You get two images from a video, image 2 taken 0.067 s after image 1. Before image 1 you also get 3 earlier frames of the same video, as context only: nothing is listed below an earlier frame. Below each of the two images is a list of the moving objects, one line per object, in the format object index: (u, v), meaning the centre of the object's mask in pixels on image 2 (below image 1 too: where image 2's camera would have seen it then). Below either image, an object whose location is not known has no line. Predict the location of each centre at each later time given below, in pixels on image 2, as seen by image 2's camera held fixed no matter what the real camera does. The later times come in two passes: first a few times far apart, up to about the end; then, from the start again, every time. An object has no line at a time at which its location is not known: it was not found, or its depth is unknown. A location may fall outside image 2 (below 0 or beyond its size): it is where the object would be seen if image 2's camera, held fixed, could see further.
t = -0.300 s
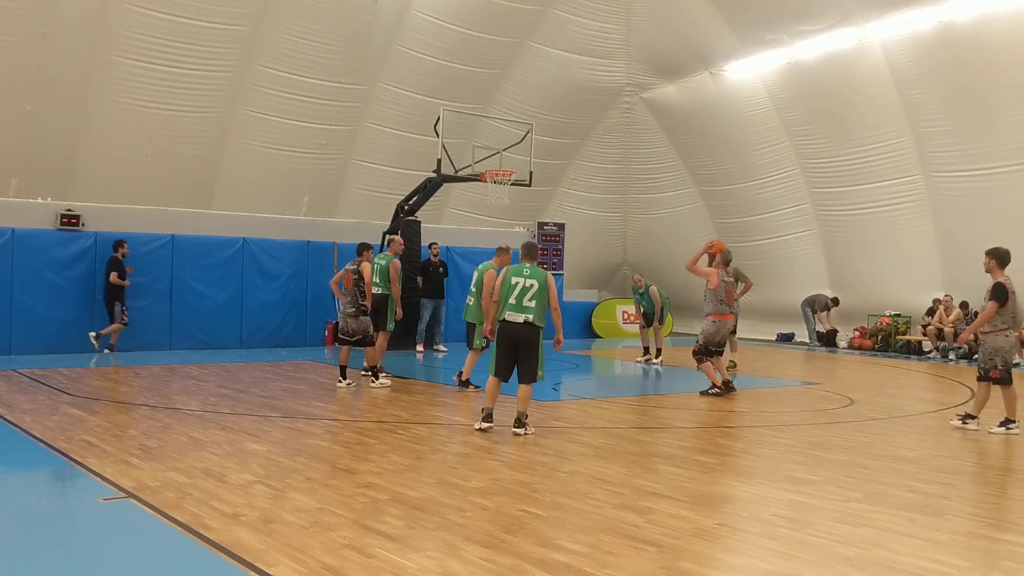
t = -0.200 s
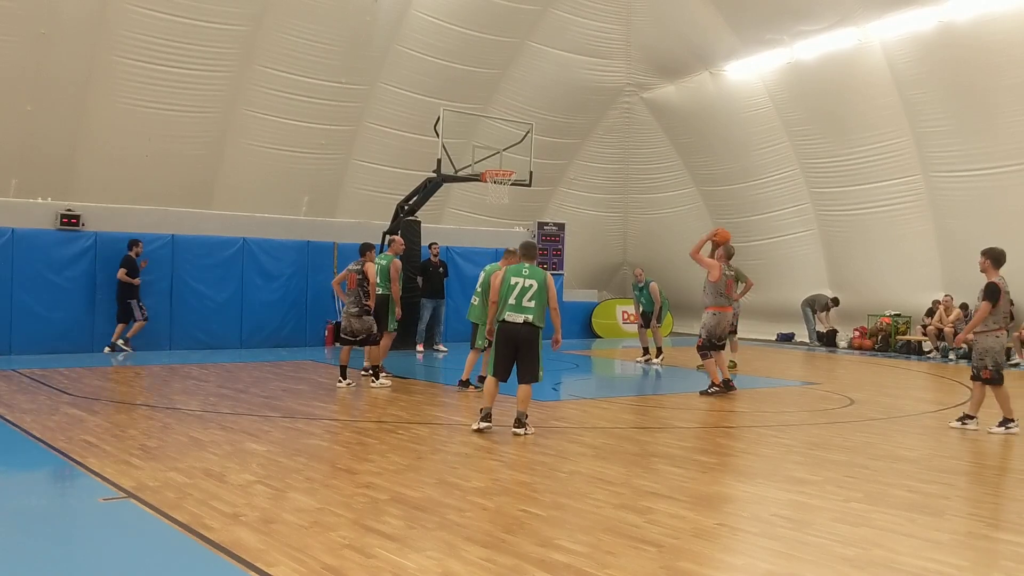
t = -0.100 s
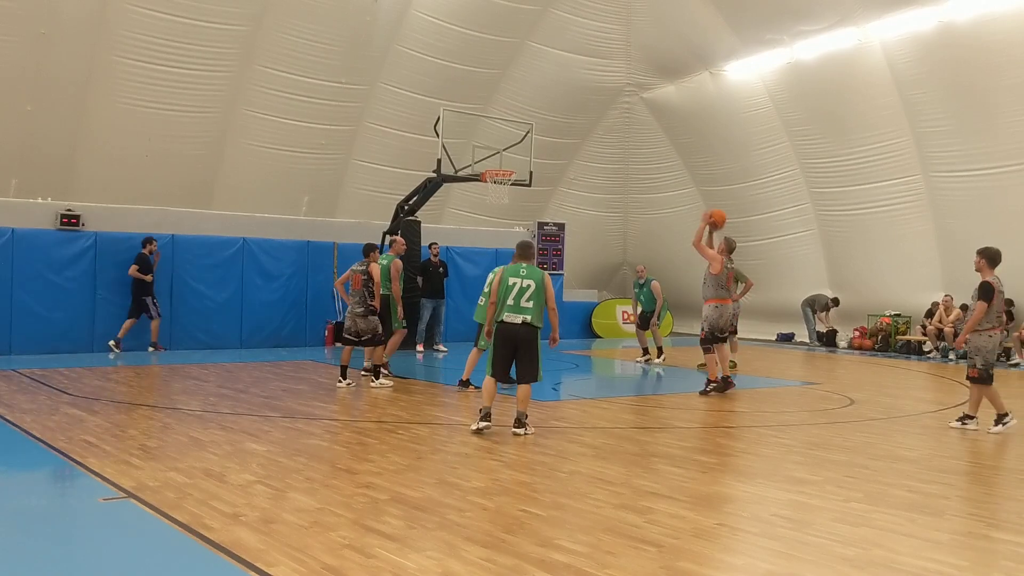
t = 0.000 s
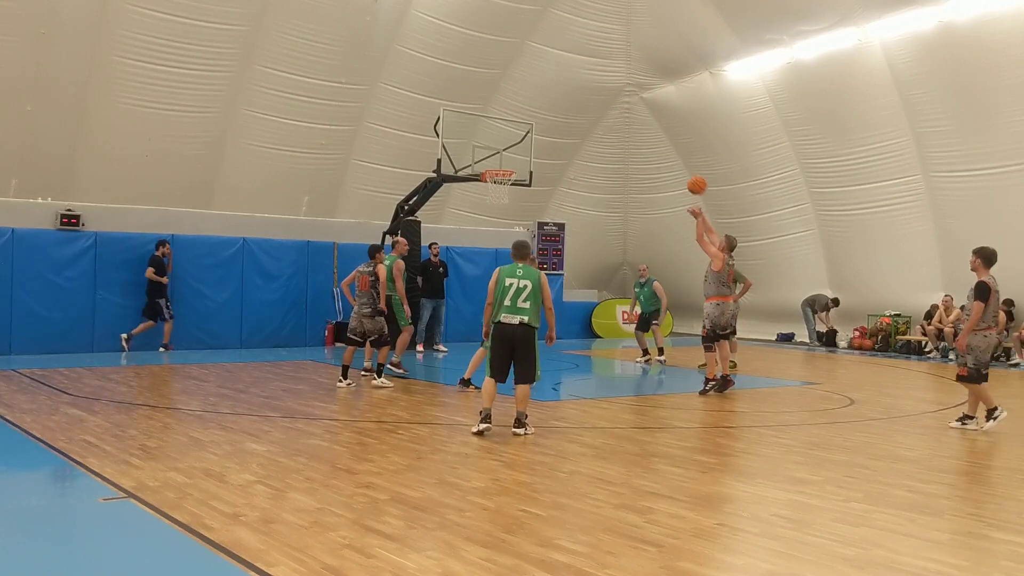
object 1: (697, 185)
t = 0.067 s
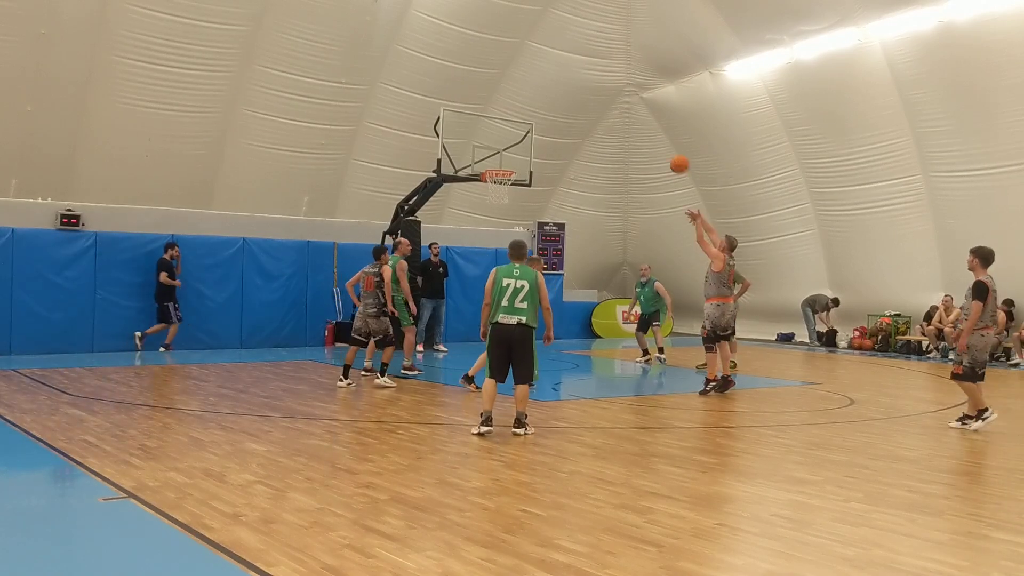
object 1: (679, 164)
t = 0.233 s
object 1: (636, 128)
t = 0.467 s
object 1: (583, 114)
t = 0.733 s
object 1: (528, 141)
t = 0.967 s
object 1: (491, 188)
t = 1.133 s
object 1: (486, 206)
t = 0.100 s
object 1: (670, 155)
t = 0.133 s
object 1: (662, 147)
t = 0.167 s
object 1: (653, 139)
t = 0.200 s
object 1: (645, 133)
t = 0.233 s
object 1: (636, 128)
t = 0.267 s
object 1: (628, 124)
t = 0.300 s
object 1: (621, 120)
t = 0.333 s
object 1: (613, 117)
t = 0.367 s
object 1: (605, 115)
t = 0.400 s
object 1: (597, 114)
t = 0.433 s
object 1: (590, 113)
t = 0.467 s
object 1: (583, 114)
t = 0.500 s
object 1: (576, 115)
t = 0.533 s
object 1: (569, 116)
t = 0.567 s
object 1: (562, 119)
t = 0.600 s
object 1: (555, 122)
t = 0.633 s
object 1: (548, 126)
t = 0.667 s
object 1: (541, 130)
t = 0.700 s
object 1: (535, 136)
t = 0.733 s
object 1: (528, 141)
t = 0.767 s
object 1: (521, 148)
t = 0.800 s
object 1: (515, 154)
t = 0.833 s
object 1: (509, 162)
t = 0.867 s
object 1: (502, 169)
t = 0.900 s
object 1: (496, 178)
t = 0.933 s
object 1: (493, 185)
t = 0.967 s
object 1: (491, 188)
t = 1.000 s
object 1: (490, 190)
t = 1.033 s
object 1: (489, 192)
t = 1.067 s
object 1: (488, 196)
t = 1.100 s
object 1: (487, 201)
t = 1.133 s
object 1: (486, 206)
